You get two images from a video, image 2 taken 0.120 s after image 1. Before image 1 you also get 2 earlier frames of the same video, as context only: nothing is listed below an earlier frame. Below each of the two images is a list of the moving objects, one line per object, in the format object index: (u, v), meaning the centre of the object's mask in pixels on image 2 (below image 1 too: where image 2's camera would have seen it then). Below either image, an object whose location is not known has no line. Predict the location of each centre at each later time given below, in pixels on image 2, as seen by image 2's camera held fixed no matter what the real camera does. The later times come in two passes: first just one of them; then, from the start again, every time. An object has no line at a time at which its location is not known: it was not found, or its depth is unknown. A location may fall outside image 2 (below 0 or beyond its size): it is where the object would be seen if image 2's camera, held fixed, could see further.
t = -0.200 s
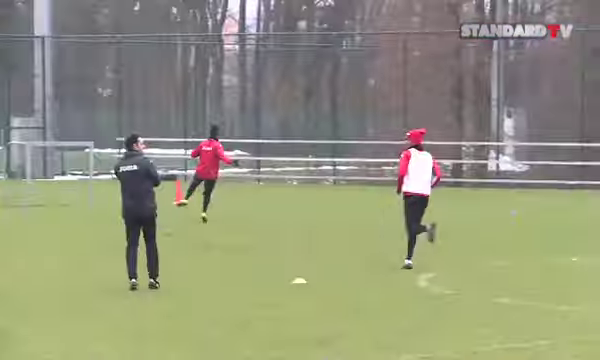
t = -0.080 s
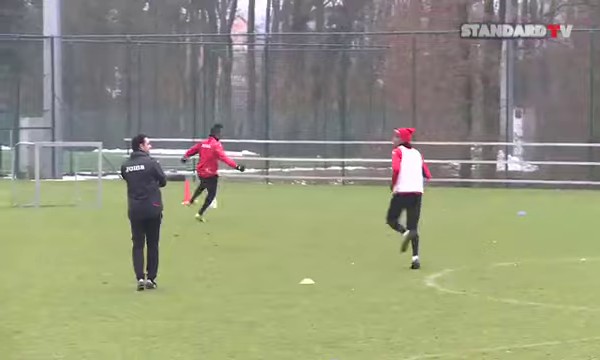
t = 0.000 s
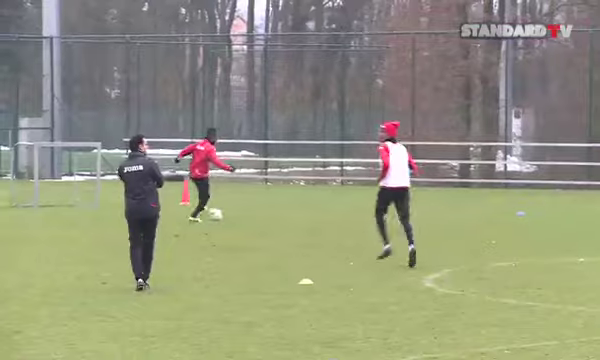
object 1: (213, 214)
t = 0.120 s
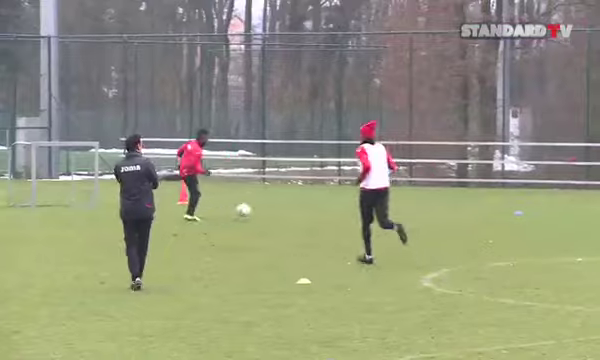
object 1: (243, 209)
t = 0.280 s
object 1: (283, 214)
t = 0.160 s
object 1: (253, 209)
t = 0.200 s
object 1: (263, 209)
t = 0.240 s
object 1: (273, 211)
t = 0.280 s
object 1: (283, 214)
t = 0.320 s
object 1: (291, 213)
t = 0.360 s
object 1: (298, 212)
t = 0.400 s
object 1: (306, 212)
